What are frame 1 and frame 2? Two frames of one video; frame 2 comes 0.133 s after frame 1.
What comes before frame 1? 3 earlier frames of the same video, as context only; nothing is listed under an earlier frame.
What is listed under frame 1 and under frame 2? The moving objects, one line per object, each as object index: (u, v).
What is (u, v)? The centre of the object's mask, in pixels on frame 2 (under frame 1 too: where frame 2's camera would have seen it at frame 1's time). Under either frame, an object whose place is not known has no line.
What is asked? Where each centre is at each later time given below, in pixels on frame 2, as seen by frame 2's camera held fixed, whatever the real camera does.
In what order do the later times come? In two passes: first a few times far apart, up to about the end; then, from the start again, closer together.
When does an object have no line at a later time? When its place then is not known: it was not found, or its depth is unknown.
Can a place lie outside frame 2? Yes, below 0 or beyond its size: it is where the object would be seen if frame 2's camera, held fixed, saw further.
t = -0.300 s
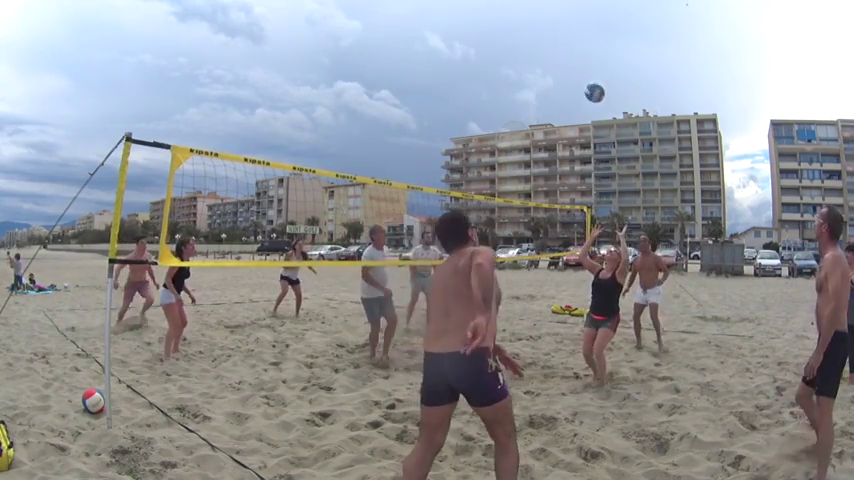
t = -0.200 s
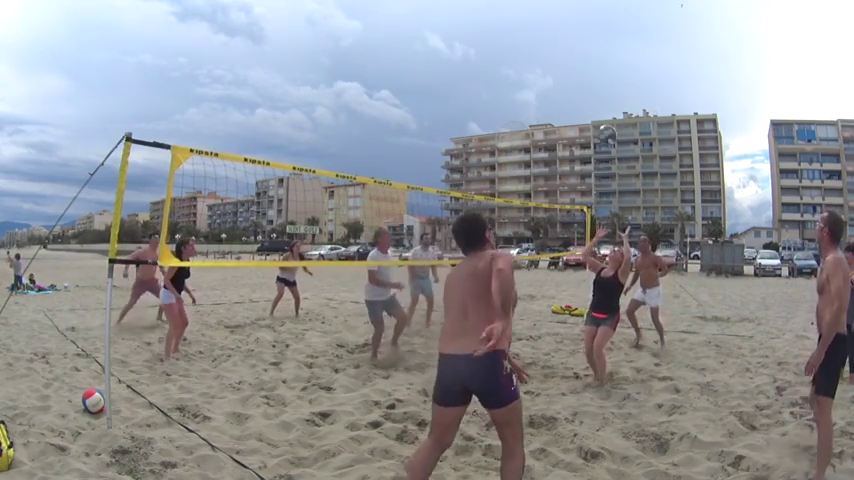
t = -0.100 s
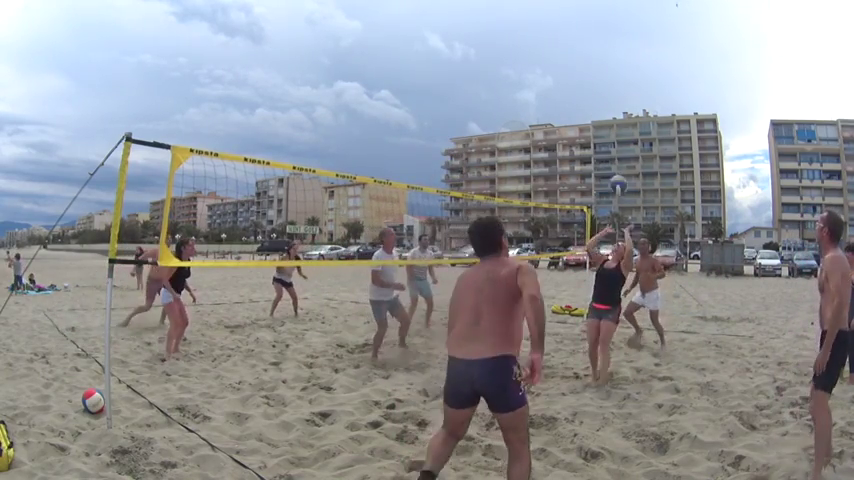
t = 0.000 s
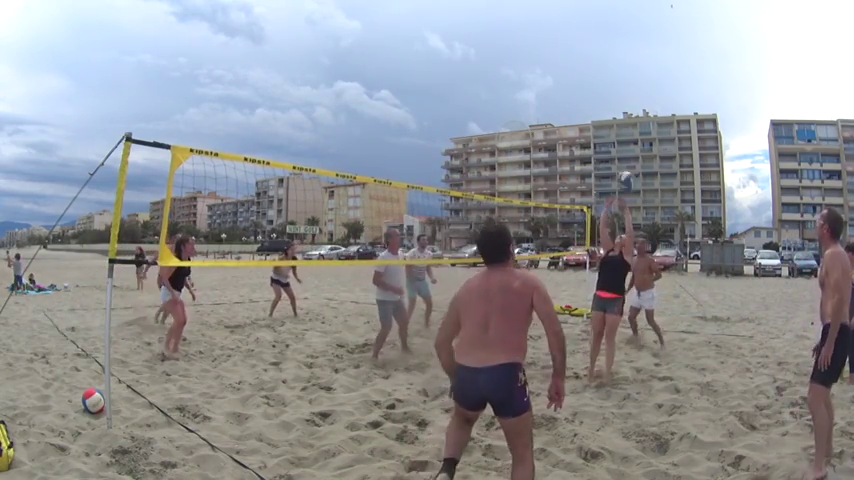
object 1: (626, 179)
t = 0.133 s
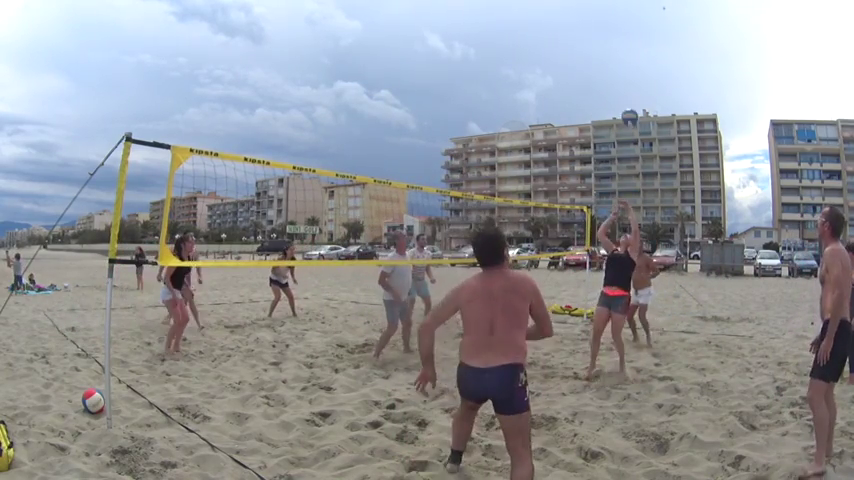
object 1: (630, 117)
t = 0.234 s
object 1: (633, 84)
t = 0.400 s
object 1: (639, 50)
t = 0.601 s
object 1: (648, 39)
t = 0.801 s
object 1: (661, 52)
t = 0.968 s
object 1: (674, 81)
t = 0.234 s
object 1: (633, 84)
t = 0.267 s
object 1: (634, 75)
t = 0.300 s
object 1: (635, 67)
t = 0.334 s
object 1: (636, 61)
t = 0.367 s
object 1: (637, 55)
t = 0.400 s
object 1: (639, 50)
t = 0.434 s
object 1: (640, 47)
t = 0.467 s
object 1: (642, 43)
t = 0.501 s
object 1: (643, 41)
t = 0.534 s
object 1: (645, 40)
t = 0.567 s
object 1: (646, 39)
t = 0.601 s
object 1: (648, 39)
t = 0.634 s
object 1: (650, 39)
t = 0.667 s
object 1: (653, 40)
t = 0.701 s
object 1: (655, 42)
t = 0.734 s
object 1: (657, 45)
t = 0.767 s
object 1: (659, 48)
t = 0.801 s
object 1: (661, 52)
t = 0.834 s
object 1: (664, 56)
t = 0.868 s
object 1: (666, 62)
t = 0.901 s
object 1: (669, 67)
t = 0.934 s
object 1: (671, 74)
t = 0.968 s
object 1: (674, 81)
